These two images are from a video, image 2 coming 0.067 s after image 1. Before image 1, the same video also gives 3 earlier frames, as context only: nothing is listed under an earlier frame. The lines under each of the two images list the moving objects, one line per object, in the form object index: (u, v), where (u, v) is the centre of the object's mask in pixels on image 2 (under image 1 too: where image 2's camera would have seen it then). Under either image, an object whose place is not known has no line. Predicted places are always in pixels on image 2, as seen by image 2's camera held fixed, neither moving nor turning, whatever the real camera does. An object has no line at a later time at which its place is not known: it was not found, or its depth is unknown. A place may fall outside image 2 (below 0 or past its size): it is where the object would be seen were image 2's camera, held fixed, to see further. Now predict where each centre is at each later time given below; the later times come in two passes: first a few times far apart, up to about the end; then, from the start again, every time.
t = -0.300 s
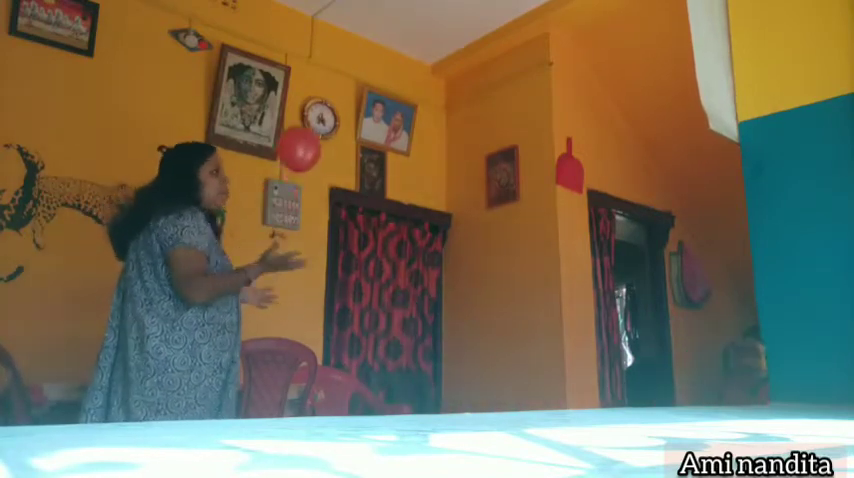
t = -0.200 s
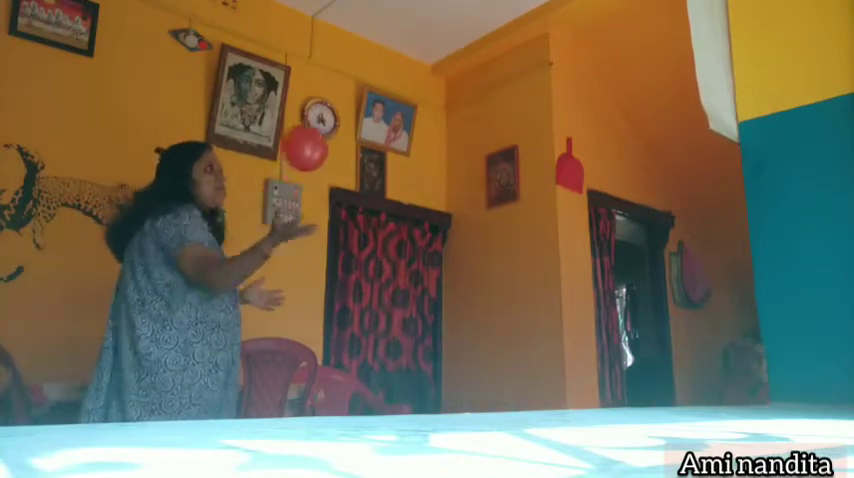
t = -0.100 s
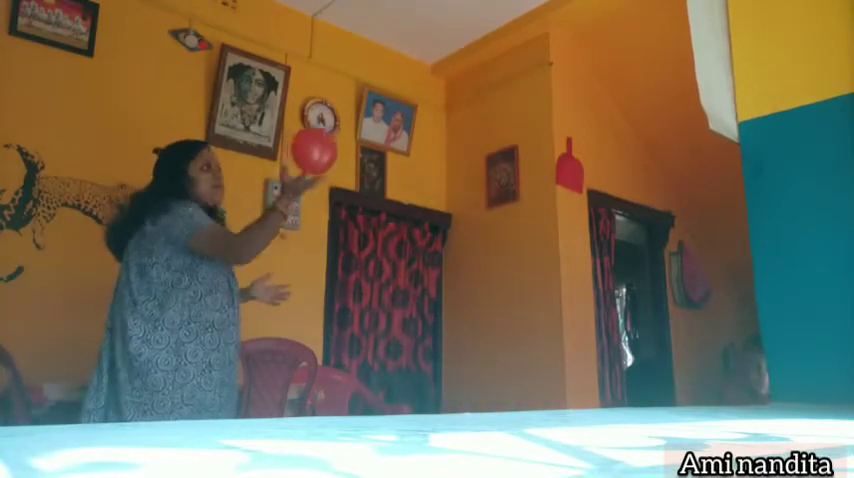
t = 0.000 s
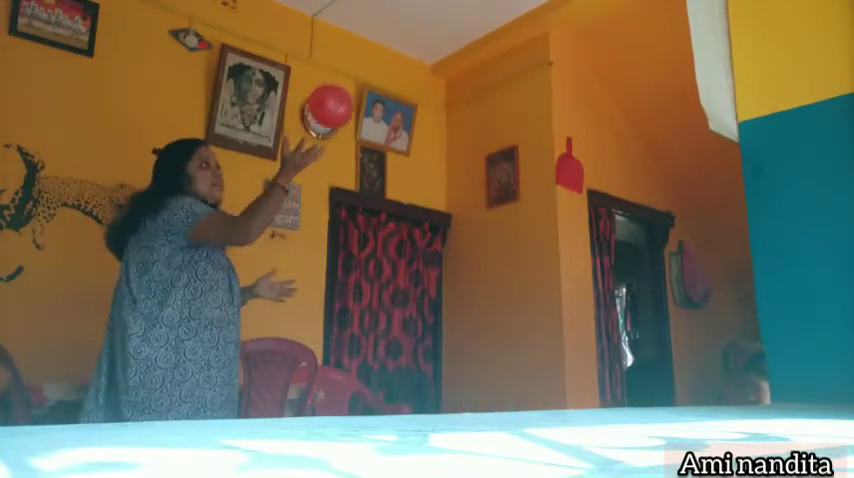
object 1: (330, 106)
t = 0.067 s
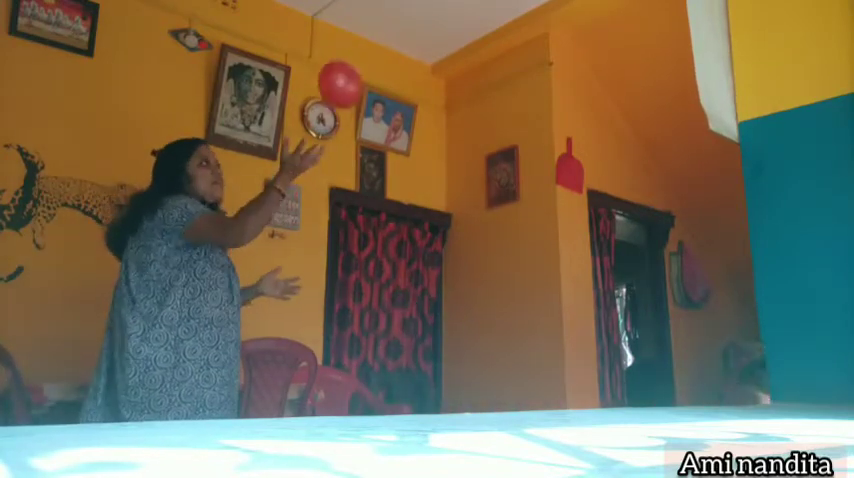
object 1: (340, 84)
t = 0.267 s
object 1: (359, 54)
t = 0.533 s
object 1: (373, 71)
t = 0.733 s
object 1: (378, 113)
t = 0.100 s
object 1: (344, 76)
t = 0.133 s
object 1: (347, 69)
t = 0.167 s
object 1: (350, 63)
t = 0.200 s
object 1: (353, 59)
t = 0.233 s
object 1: (356, 56)
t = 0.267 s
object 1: (359, 54)
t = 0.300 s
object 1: (361, 53)
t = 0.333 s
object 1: (363, 53)
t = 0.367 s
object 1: (365, 54)
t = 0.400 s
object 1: (367, 56)
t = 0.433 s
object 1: (368, 59)
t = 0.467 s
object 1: (370, 62)
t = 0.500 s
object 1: (372, 67)
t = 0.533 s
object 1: (373, 71)
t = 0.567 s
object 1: (375, 77)
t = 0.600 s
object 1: (376, 84)
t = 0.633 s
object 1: (377, 91)
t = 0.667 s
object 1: (378, 99)
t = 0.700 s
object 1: (378, 107)
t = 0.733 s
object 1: (378, 113)
